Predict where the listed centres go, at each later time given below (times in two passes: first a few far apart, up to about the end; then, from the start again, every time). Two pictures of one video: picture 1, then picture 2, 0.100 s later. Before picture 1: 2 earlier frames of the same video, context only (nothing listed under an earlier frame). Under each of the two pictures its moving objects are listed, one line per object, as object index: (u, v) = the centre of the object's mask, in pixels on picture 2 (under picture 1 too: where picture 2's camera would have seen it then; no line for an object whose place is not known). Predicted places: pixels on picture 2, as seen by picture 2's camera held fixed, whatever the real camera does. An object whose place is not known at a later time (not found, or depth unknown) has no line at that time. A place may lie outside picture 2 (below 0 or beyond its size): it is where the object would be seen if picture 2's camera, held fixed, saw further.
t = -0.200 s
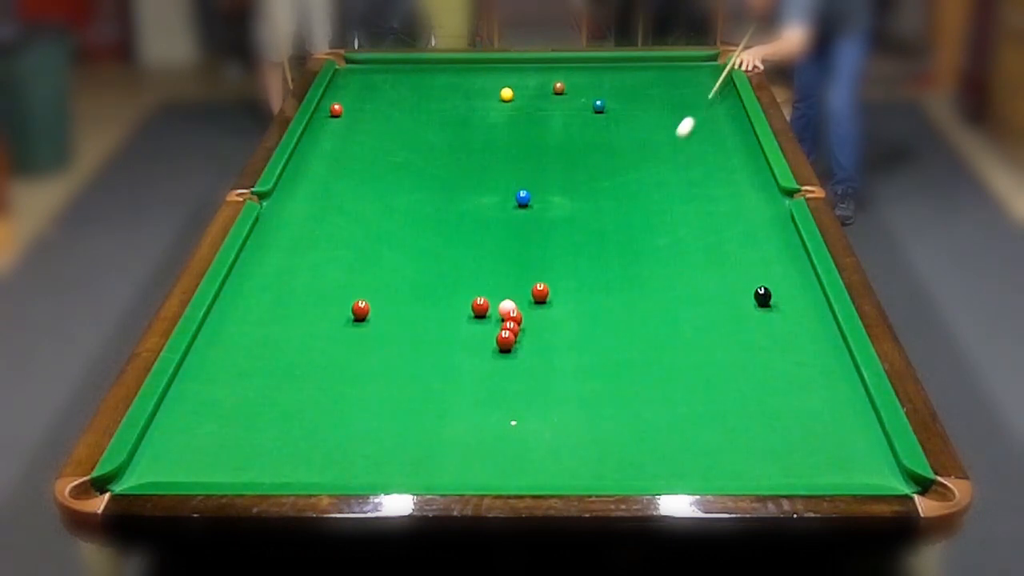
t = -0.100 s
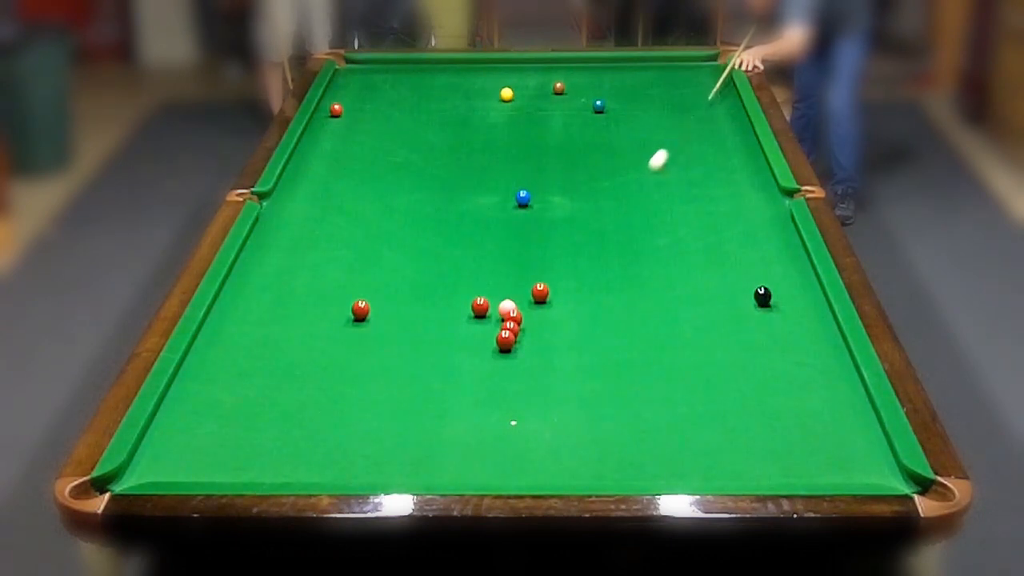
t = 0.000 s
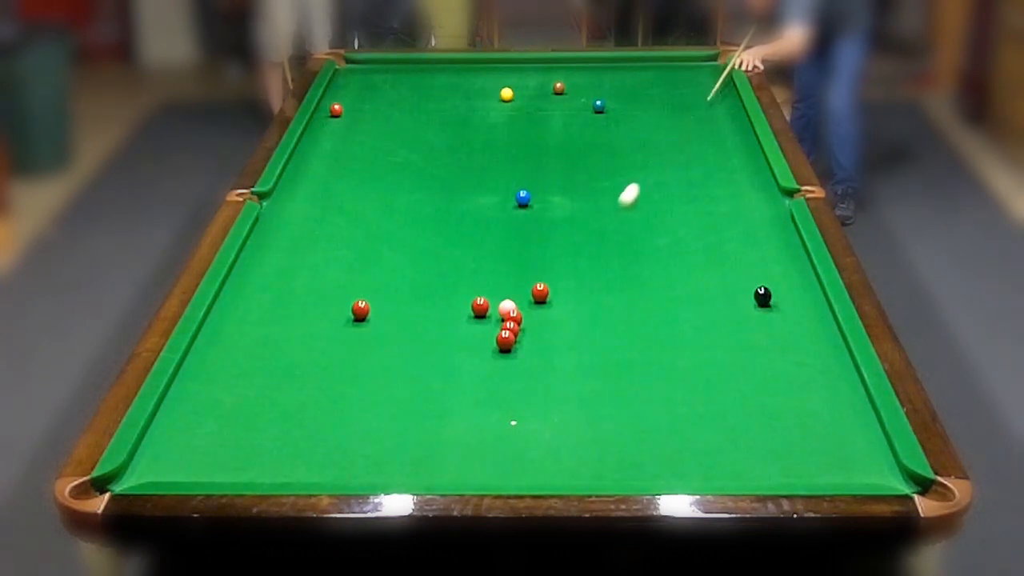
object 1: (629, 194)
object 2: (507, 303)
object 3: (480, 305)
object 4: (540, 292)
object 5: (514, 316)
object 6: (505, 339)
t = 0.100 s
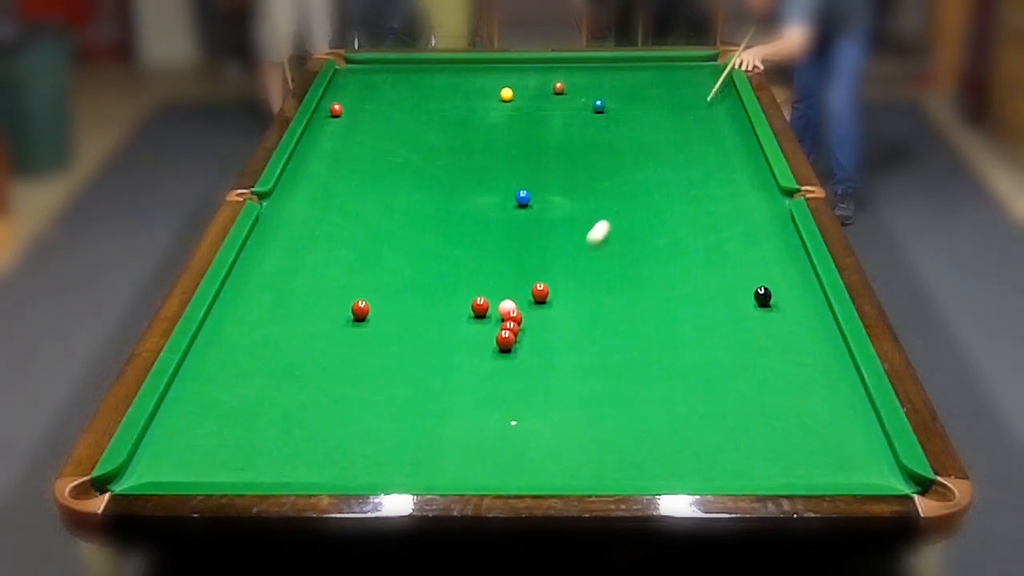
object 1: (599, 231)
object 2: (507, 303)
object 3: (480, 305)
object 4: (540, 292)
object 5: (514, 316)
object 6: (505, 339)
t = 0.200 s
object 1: (564, 273)
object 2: (507, 303)
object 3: (480, 305)
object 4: (540, 292)
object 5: (514, 316)
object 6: (505, 339)
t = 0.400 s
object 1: (613, 327)
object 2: (476, 317)
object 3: (449, 315)
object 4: (471, 290)
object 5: (539, 326)
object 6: (495, 356)
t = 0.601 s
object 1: (668, 392)
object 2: (433, 327)
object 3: (401, 330)
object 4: (438, 273)
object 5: (575, 332)
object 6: (479, 384)
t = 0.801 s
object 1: (726, 472)
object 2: (390, 336)
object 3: (351, 346)
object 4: (407, 257)
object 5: (611, 338)
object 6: (462, 412)
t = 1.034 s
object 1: (757, 406)
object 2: (340, 346)
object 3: (293, 364)
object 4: (373, 241)
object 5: (650, 344)
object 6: (441, 445)
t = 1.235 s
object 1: (781, 364)
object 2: (297, 355)
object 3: (242, 380)
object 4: (346, 228)
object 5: (684, 350)
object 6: (422, 474)
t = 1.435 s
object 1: (801, 327)
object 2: (255, 364)
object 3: (190, 396)
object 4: (321, 216)
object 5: (716, 355)
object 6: (413, 460)
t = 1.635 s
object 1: (816, 294)
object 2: (213, 373)
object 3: (179, 410)
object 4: (297, 205)
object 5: (748, 360)
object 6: (406, 445)
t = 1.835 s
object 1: (789, 269)
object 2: (183, 381)
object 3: (198, 421)
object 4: (276, 195)
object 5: (778, 365)
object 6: (399, 430)
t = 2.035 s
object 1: (766, 245)
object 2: (201, 386)
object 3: (218, 432)
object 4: (291, 195)
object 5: (808, 369)
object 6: (392, 417)
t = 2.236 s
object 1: (744, 225)
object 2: (217, 391)
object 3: (237, 443)
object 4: (312, 197)
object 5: (835, 374)
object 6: (386, 406)
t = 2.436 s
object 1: (724, 206)
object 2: (233, 396)
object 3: (255, 453)
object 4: (332, 199)
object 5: (847, 378)
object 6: (380, 395)
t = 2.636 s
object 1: (707, 188)
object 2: (248, 401)
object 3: (273, 464)
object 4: (351, 201)
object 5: (835, 381)
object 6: (374, 386)
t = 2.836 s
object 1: (691, 172)
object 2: (262, 405)
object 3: (291, 470)
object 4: (369, 202)
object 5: (823, 383)
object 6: (370, 378)
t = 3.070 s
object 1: (674, 155)
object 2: (277, 409)
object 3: (311, 474)
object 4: (389, 204)
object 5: (810, 386)
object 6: (364, 369)
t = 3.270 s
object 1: (660, 142)
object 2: (288, 412)
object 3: (326, 471)
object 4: (405, 205)
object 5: (800, 388)
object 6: (360, 362)
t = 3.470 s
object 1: (648, 130)
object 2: (299, 414)
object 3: (340, 469)
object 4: (419, 206)
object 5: (792, 389)
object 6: (356, 356)
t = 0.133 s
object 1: (588, 245)
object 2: (507, 303)
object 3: (480, 305)
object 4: (540, 292)
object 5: (514, 316)
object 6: (505, 339)
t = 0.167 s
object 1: (576, 259)
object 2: (507, 303)
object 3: (480, 305)
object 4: (540, 292)
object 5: (514, 316)
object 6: (505, 339)
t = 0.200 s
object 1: (564, 273)
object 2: (507, 303)
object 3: (480, 305)
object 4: (540, 292)
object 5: (514, 316)
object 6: (505, 339)
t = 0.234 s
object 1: (558, 288)
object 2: (507, 303)
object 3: (480, 305)
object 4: (534, 291)
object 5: (514, 316)
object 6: (505, 339)
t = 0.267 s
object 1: (570, 296)
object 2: (505, 306)
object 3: (480, 305)
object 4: (514, 297)
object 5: (514, 316)
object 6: (505, 339)
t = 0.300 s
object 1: (580, 302)
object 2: (499, 312)
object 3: (479, 306)
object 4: (494, 297)
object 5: (520, 320)
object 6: (505, 339)
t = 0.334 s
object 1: (593, 311)
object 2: (491, 314)
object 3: (468, 309)
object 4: (485, 296)
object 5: (526, 324)
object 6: (502, 345)
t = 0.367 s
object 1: (602, 319)
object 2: (483, 315)
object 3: (458, 312)
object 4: (478, 292)
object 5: (533, 325)
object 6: (498, 350)
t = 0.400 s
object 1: (613, 327)
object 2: (476, 317)
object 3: (449, 315)
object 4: (471, 290)
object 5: (539, 326)
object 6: (495, 356)
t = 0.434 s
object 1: (623, 337)
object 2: (469, 319)
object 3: (441, 318)
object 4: (465, 286)
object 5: (545, 327)
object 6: (493, 360)
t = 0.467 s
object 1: (632, 347)
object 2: (462, 320)
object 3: (433, 320)
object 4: (460, 284)
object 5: (551, 328)
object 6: (490, 364)
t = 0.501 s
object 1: (642, 357)
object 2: (455, 322)
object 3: (425, 323)
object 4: (454, 281)
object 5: (557, 329)
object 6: (487, 370)
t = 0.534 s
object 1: (651, 368)
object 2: (447, 323)
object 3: (417, 325)
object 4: (449, 278)
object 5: (563, 330)
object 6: (485, 374)
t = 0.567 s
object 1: (659, 380)
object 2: (440, 325)
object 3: (408, 328)
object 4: (443, 275)
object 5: (569, 332)
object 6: (482, 379)
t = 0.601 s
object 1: (668, 392)
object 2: (433, 327)
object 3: (401, 330)
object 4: (438, 273)
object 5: (575, 332)
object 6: (479, 384)
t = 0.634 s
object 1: (677, 405)
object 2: (426, 328)
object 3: (392, 333)
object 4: (433, 270)
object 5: (581, 334)
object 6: (476, 388)
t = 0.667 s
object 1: (686, 418)
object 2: (419, 330)
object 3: (384, 335)
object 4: (427, 268)
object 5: (587, 334)
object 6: (473, 393)
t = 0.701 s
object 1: (696, 432)
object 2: (412, 331)
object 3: (376, 338)
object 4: (422, 265)
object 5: (593, 335)
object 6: (471, 397)
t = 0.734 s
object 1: (706, 446)
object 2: (404, 333)
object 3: (368, 341)
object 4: (417, 262)
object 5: (599, 336)
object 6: (468, 402)
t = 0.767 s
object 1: (716, 461)
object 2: (397, 334)
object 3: (360, 343)
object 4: (412, 260)
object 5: (605, 337)
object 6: (465, 407)
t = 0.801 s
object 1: (726, 472)
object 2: (390, 336)
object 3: (351, 346)
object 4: (407, 257)
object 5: (611, 338)
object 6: (462, 412)
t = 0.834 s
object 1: (732, 467)
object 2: (383, 337)
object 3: (343, 348)
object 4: (402, 255)
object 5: (616, 339)
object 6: (459, 416)
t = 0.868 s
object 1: (737, 454)
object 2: (376, 339)
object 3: (335, 351)
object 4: (396, 252)
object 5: (622, 340)
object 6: (456, 421)
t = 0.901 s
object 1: (741, 443)
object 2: (369, 340)
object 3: (326, 353)
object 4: (392, 250)
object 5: (628, 340)
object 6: (453, 426)
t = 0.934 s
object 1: (745, 433)
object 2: (362, 342)
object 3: (318, 356)
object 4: (387, 248)
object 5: (633, 341)
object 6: (450, 430)
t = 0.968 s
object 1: (749, 423)
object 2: (354, 343)
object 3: (310, 359)
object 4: (382, 246)
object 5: (639, 342)
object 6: (447, 435)
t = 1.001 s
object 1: (753, 414)
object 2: (347, 345)
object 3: (301, 361)
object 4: (378, 244)
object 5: (645, 343)
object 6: (444, 440)
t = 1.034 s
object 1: (757, 406)
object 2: (340, 346)
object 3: (293, 364)
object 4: (373, 241)
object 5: (650, 344)
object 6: (441, 445)
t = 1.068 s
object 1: (761, 398)
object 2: (332, 348)
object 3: (285, 367)
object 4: (368, 239)
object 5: (656, 345)
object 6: (438, 451)
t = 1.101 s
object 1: (765, 391)
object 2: (326, 349)
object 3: (276, 369)
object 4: (364, 237)
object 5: (662, 346)
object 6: (435, 456)
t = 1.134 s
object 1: (769, 384)
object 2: (319, 351)
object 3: (268, 372)
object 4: (359, 235)
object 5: (667, 347)
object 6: (432, 461)
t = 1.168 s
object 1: (773, 377)
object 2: (312, 352)
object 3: (259, 375)
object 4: (355, 233)
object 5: (673, 348)
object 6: (429, 466)
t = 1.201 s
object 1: (777, 371)
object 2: (304, 354)
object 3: (251, 377)
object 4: (350, 231)
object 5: (678, 349)
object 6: (426, 469)
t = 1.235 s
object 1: (781, 364)
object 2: (297, 355)
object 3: (242, 380)
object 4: (346, 228)
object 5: (684, 350)
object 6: (422, 474)
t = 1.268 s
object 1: (784, 358)
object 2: (290, 357)
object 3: (233, 383)
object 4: (341, 226)
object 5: (689, 351)
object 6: (420, 473)
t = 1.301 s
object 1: (788, 351)
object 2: (283, 358)
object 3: (225, 385)
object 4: (337, 224)
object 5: (695, 351)
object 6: (419, 471)
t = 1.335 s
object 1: (792, 345)
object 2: (276, 360)
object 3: (216, 388)
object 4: (333, 222)
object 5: (700, 352)
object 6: (418, 469)
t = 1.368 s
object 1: (795, 339)
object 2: (269, 361)
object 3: (207, 390)
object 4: (329, 220)
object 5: (706, 353)
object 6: (416, 466)
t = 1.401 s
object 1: (798, 333)
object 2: (262, 363)
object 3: (199, 393)
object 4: (324, 218)
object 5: (711, 354)
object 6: (415, 463)
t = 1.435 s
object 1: (801, 327)
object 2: (255, 364)
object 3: (190, 396)
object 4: (321, 216)
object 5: (716, 355)
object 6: (413, 460)
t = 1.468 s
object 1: (805, 321)
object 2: (247, 366)
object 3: (181, 399)
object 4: (316, 215)
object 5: (722, 356)
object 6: (412, 457)
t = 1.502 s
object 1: (808, 315)
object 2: (241, 367)
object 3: (173, 401)
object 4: (312, 213)
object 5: (727, 357)
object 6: (411, 455)
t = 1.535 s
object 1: (811, 310)
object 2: (234, 369)
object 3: (168, 404)
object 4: (309, 211)
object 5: (732, 357)
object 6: (410, 452)
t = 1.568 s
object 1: (814, 304)
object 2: (227, 370)
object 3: (172, 406)
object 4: (305, 209)
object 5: (738, 358)
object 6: (408, 449)
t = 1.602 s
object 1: (817, 299)
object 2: (220, 371)
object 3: (176, 408)
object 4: (301, 207)
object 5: (742, 359)
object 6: (407, 447)
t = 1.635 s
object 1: (816, 294)
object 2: (213, 373)
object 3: (179, 410)
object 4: (297, 205)
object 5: (748, 360)
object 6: (406, 445)
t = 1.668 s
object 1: (811, 290)
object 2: (206, 374)
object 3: (182, 411)
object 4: (293, 203)
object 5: (753, 361)
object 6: (405, 442)
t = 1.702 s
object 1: (807, 285)
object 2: (199, 376)
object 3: (185, 413)
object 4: (290, 202)
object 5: (758, 362)
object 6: (403, 440)
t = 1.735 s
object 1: (802, 281)
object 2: (192, 377)
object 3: (189, 415)
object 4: (286, 200)
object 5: (764, 362)
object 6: (402, 437)
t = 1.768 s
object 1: (798, 277)
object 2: (185, 378)
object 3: (192, 417)
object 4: (282, 198)
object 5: (769, 363)
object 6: (401, 435)
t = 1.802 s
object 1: (793, 273)
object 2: (180, 380)
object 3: (195, 419)
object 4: (279, 196)
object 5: (773, 364)
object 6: (400, 432)
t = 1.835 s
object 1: (789, 269)
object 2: (183, 381)
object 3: (198, 421)
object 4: (276, 195)
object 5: (778, 365)
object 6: (399, 430)
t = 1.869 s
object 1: (785, 265)
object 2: (187, 382)
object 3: (202, 423)
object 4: (273, 194)
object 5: (783, 366)
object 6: (397, 428)
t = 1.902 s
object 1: (781, 261)
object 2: (189, 383)
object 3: (205, 425)
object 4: (276, 194)
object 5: (788, 366)
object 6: (396, 425)
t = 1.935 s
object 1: (777, 257)
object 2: (192, 383)
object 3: (208, 427)
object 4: (280, 194)
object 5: (793, 367)
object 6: (395, 424)
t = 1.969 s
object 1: (773, 253)
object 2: (195, 384)
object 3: (211, 428)
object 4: (284, 195)
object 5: (798, 368)
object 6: (394, 421)
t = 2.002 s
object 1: (769, 249)
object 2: (198, 385)
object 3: (214, 430)
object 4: (288, 195)
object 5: (803, 369)
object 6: (393, 419)
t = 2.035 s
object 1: (766, 245)
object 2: (201, 386)
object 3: (218, 432)
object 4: (291, 195)
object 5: (808, 369)
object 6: (392, 417)
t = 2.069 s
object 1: (762, 242)
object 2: (204, 387)
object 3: (221, 434)
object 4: (295, 195)
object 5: (812, 370)
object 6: (391, 415)
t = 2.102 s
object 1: (758, 238)
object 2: (206, 388)
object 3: (224, 436)
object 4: (298, 196)
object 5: (817, 371)
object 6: (390, 413)
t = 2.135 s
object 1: (755, 235)
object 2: (209, 389)
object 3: (227, 438)
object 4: (302, 196)
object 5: (822, 372)
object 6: (389, 411)
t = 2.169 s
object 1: (751, 231)
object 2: (212, 390)
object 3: (230, 440)
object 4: (305, 196)
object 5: (826, 372)
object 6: (387, 409)
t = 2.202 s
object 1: (747, 228)
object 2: (215, 391)
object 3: (233, 441)
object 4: (309, 197)
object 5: (831, 373)
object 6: (387, 407)
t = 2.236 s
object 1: (744, 225)
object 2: (217, 391)
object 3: (237, 443)
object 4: (312, 197)
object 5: (835, 374)
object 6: (386, 406)
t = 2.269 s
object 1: (741, 221)
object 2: (220, 392)
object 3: (240, 445)
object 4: (316, 197)
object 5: (840, 375)
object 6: (385, 404)
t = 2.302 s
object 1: (737, 218)
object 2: (223, 393)
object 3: (243, 447)
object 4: (319, 198)
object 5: (844, 375)
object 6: (384, 402)
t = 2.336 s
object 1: (734, 215)
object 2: (225, 394)
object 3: (246, 448)
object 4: (322, 198)
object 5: (849, 377)
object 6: (383, 400)
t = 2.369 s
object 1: (731, 212)
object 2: (228, 395)
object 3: (249, 450)
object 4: (326, 199)
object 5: (852, 377)
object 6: (382, 399)
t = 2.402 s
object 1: (728, 209)
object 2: (231, 395)
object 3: (252, 452)
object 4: (329, 199)
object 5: (850, 377)
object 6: (381, 397)
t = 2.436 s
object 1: (724, 206)
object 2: (233, 396)
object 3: (255, 453)
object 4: (332, 199)
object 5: (847, 378)
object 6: (380, 395)
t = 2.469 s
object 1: (721, 202)
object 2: (236, 397)
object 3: (258, 455)
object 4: (336, 199)
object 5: (845, 378)
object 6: (379, 394)
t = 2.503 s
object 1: (718, 199)
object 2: (239, 398)
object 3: (261, 457)
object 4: (339, 200)
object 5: (843, 379)
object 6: (378, 392)
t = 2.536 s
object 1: (716, 197)
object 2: (241, 398)
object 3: (264, 459)
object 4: (342, 200)
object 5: (841, 380)
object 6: (377, 390)
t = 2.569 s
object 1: (713, 194)
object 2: (243, 399)
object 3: (267, 460)
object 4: (345, 200)
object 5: (839, 380)
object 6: (376, 389)
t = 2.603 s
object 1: (710, 191)
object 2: (246, 400)
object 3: (270, 462)
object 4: (348, 201)
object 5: (837, 380)
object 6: (375, 387)
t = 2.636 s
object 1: (707, 188)
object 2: (248, 401)
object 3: (273, 464)
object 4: (351, 201)
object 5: (835, 381)
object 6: (374, 386)
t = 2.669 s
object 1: (704, 185)
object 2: (251, 401)
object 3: (276, 465)
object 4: (354, 201)
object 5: (833, 381)
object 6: (374, 384)
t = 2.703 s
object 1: (701, 182)
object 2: (253, 402)
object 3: (279, 466)
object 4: (357, 201)
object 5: (831, 382)
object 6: (373, 383)
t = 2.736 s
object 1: (699, 180)
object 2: (255, 403)
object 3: (282, 467)
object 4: (360, 201)
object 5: (829, 382)
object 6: (372, 382)
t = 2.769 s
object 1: (696, 177)
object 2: (257, 403)
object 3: (285, 469)
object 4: (363, 202)
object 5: (827, 382)
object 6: (371, 380)
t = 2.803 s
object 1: (693, 174)
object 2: (259, 404)
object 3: (288, 469)
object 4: (366, 202)
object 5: (825, 383)
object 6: (370, 379)
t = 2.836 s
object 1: (691, 172)
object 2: (262, 405)
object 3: (291, 470)
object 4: (369, 202)
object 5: (823, 383)
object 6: (370, 378)
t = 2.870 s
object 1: (688, 169)
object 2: (264, 406)
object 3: (294, 471)
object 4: (372, 203)
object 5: (821, 384)
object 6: (369, 376)
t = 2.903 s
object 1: (686, 167)
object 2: (266, 406)
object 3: (297, 472)
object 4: (375, 203)
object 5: (819, 384)
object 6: (368, 375)
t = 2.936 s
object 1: (683, 165)
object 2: (268, 406)
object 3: (300, 473)
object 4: (378, 203)
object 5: (817, 384)
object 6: (367, 373)
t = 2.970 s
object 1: (681, 162)
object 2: (270, 407)
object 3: (302, 474)
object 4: (381, 203)
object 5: (815, 384)
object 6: (366, 372)
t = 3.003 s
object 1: (678, 160)
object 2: (273, 408)
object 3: (305, 474)
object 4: (384, 203)
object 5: (814, 385)
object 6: (366, 371)
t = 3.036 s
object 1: (676, 157)
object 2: (274, 408)
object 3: (308, 474)
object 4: (386, 204)
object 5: (812, 385)
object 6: (365, 370)
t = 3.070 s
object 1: (674, 155)
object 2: (277, 409)
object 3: (311, 474)
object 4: (389, 204)
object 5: (810, 386)
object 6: (364, 369)
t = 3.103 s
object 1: (671, 153)
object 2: (279, 409)
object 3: (313, 473)
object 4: (392, 204)
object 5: (808, 386)
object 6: (363, 368)
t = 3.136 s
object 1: (669, 151)
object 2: (281, 410)
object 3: (316, 473)
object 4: (394, 204)
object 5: (807, 386)
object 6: (363, 367)
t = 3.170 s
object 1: (667, 148)
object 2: (283, 410)
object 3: (318, 472)
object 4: (397, 205)
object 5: (805, 387)
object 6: (362, 366)
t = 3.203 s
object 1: (665, 146)
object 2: (284, 411)
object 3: (321, 472)
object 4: (400, 205)
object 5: (804, 387)
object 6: (361, 365)
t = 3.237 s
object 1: (662, 144)
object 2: (286, 411)
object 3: (324, 472)
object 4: (402, 205)
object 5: (802, 387)
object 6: (360, 363)
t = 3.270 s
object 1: (660, 142)
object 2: (288, 412)
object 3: (326, 471)
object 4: (405, 205)
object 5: (800, 388)
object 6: (360, 362)
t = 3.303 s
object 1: (658, 140)
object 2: (290, 412)
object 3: (329, 471)
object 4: (407, 205)
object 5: (799, 388)
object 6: (359, 361)
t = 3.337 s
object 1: (656, 138)
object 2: (292, 413)
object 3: (331, 471)
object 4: (409, 205)
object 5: (798, 388)
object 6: (359, 360)
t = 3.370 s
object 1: (654, 136)
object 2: (294, 413)
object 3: (333, 470)
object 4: (412, 206)
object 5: (796, 389)
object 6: (358, 359)
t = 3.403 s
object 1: (652, 133)
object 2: (295, 414)
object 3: (335, 470)
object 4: (414, 206)
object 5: (795, 389)
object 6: (357, 358)
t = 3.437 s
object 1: (650, 131)
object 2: (297, 414)
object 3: (338, 469)
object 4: (417, 206)
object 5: (793, 389)
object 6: (357, 358)
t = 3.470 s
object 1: (648, 130)
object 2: (299, 414)
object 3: (340, 469)
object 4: (419, 206)
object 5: (792, 389)
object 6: (356, 356)
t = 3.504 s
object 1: (646, 127)
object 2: (300, 415)
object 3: (342, 469)
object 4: (422, 207)
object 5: (791, 389)
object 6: (355, 355)
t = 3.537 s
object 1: (644, 126)
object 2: (301, 415)
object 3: (344, 468)
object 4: (424, 207)
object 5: (789, 390)
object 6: (355, 355)
